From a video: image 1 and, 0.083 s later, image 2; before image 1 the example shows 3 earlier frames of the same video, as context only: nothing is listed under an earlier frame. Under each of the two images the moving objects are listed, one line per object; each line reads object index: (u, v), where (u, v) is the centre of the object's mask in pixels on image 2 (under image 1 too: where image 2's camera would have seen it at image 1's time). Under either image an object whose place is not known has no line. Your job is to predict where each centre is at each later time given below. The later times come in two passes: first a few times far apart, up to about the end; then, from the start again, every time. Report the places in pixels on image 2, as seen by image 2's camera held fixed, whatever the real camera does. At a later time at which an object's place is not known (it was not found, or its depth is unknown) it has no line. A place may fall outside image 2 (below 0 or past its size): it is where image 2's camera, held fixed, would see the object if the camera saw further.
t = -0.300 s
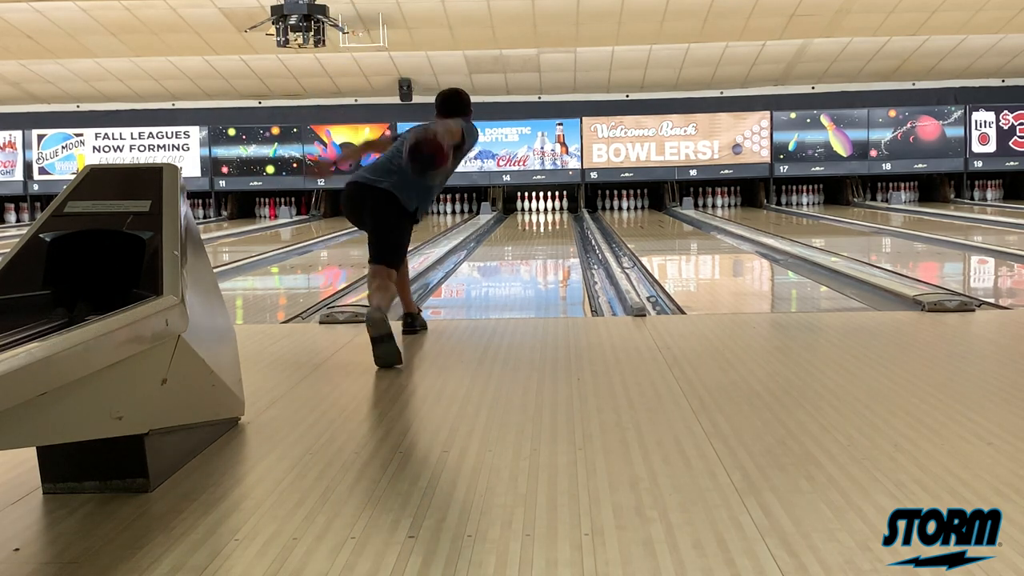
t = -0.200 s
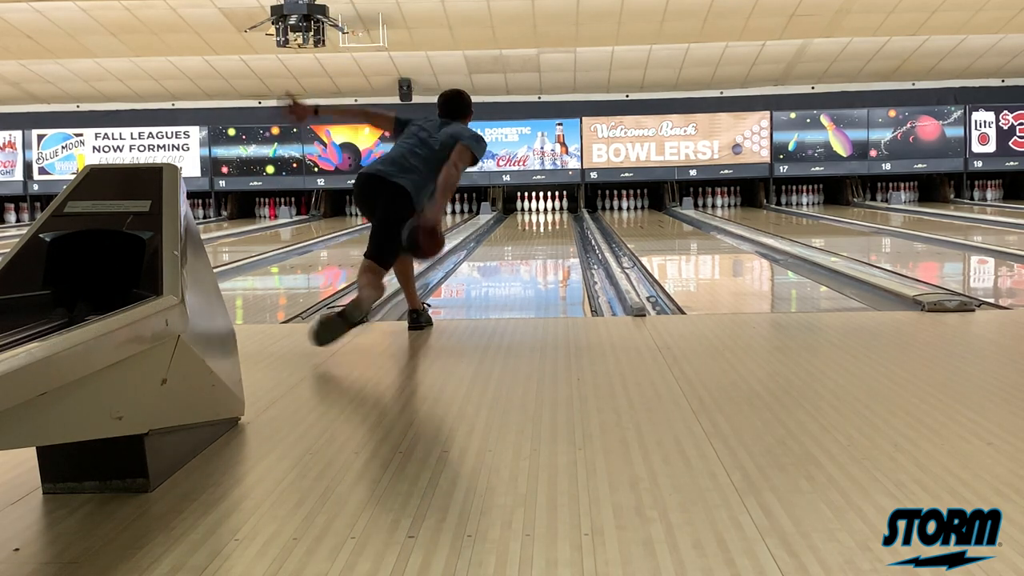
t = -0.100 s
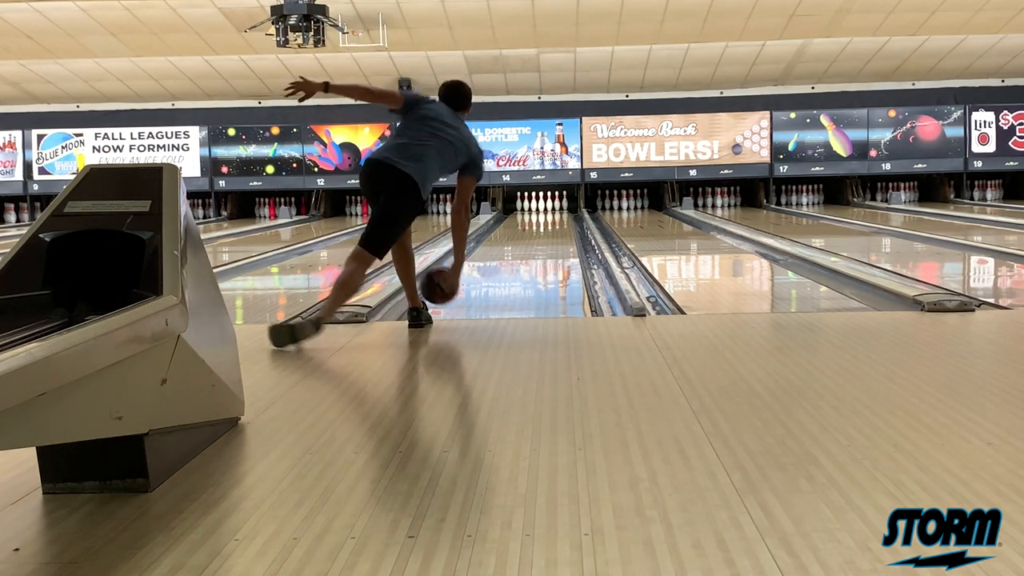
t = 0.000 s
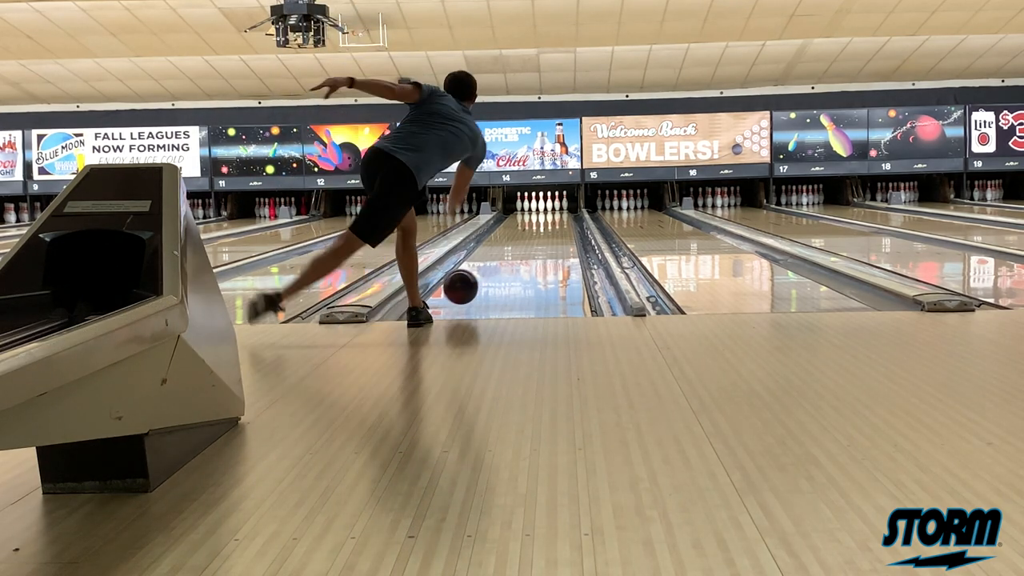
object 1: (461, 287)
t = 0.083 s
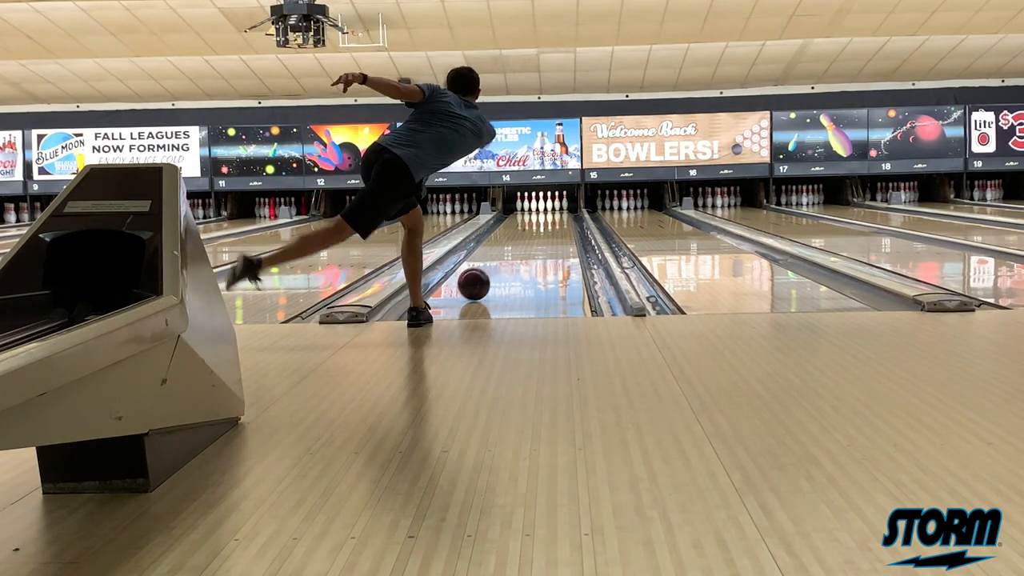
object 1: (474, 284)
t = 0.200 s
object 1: (489, 272)
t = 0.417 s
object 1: (510, 256)
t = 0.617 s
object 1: (524, 245)
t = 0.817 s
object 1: (535, 237)
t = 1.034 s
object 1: (544, 229)
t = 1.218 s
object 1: (549, 224)
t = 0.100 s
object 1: (477, 281)
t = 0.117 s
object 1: (479, 280)
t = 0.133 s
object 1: (481, 279)
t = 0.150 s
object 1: (483, 277)
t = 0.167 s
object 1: (485, 275)
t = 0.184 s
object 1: (488, 274)
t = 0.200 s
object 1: (489, 272)
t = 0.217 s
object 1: (491, 271)
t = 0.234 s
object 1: (493, 269)
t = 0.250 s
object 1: (495, 268)
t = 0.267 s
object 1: (496, 267)
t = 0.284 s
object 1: (498, 265)
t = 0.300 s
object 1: (500, 264)
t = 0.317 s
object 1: (501, 263)
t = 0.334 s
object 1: (503, 261)
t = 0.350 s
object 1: (504, 260)
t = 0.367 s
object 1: (506, 259)
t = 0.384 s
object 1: (507, 258)
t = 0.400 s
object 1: (509, 257)
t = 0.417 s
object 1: (510, 256)
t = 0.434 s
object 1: (511, 255)
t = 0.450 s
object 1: (513, 254)
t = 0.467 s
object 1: (514, 253)
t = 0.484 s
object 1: (515, 252)
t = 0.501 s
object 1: (517, 251)
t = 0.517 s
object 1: (517, 250)
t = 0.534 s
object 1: (519, 249)
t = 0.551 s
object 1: (520, 248)
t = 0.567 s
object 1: (521, 248)
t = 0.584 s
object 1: (522, 247)
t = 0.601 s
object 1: (523, 246)
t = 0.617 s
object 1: (524, 245)
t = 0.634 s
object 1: (525, 245)
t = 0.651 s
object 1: (526, 244)
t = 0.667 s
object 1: (527, 243)
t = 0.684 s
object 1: (528, 242)
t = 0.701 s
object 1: (529, 241)
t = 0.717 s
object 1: (530, 241)
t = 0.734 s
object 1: (531, 240)
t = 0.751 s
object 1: (531, 239)
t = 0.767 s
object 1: (532, 238)
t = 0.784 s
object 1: (533, 237)
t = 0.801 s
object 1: (534, 237)
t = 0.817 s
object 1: (535, 237)
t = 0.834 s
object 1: (535, 236)
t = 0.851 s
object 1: (536, 235)
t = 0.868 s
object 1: (537, 234)
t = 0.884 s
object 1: (538, 234)
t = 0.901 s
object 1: (538, 233)
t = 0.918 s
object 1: (539, 233)
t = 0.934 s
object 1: (540, 232)
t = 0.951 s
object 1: (540, 232)
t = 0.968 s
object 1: (541, 231)
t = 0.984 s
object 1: (542, 231)
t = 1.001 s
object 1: (542, 230)
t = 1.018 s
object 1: (543, 229)
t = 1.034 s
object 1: (544, 229)
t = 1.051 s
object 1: (544, 228)
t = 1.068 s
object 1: (545, 228)
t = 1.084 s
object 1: (545, 227)
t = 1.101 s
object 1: (545, 227)
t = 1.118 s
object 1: (546, 226)
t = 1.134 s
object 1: (547, 226)
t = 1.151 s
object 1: (547, 225)
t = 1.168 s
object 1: (547, 225)
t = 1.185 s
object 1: (548, 225)
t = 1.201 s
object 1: (548, 224)
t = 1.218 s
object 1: (549, 224)
